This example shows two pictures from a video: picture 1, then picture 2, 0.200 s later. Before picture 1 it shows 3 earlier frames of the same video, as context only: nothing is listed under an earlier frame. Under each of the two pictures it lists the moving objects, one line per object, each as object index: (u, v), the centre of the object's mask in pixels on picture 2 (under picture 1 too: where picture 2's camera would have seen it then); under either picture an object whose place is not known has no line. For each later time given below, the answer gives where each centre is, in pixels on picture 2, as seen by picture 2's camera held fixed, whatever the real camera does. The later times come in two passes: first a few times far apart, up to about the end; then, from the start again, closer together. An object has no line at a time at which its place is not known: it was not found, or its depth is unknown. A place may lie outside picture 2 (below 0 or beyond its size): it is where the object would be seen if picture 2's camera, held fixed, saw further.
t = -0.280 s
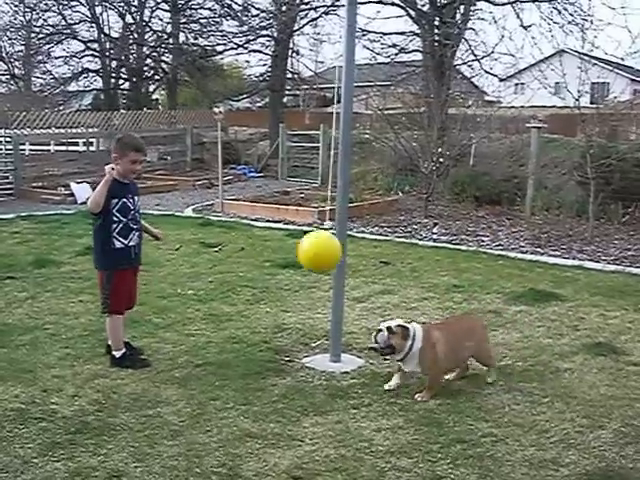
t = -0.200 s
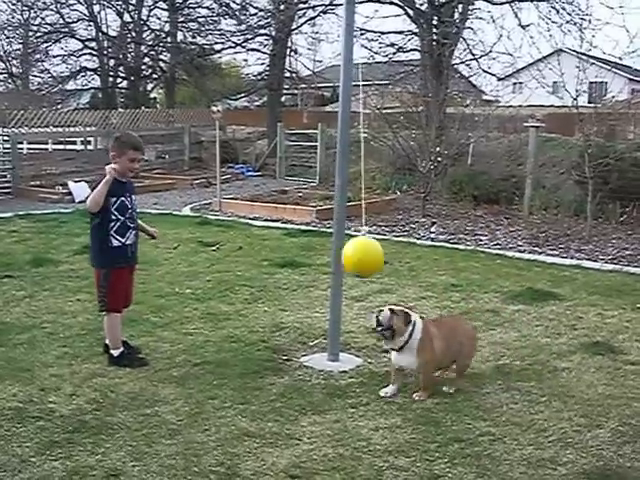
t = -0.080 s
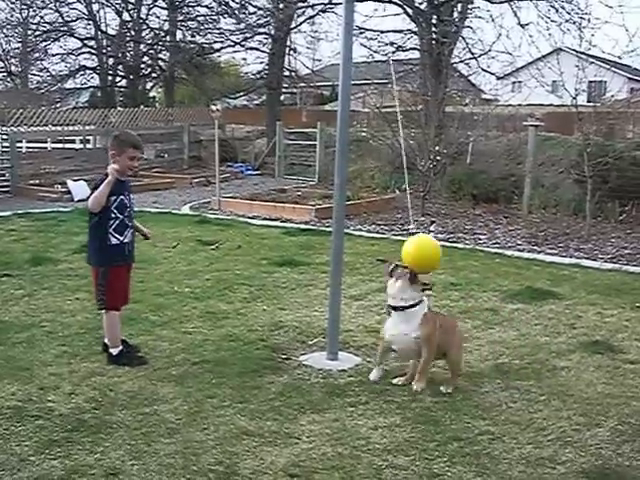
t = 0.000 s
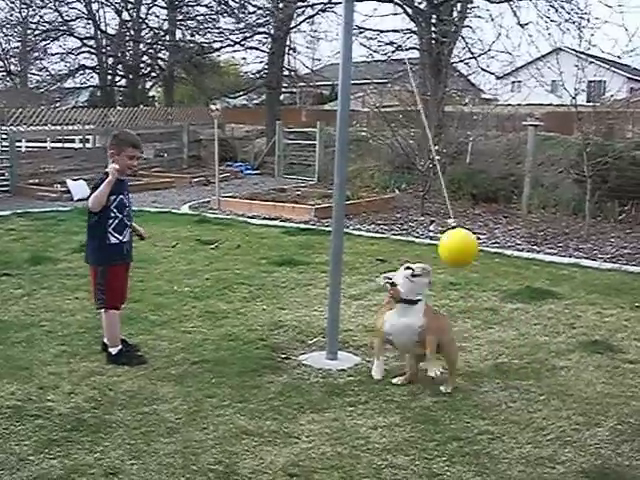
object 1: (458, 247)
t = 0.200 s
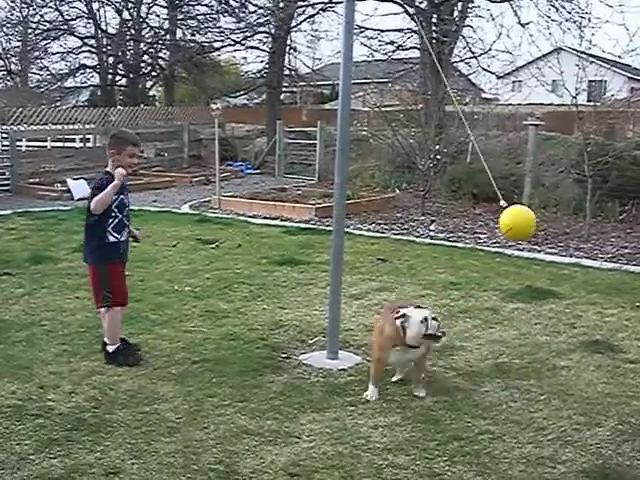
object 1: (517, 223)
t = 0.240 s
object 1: (524, 218)
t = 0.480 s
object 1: (526, 196)
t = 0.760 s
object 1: (473, 193)
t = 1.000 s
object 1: (401, 211)
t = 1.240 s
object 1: (315, 221)
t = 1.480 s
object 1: (234, 213)
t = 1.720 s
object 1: (180, 198)
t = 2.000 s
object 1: (181, 198)
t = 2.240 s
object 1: (243, 221)
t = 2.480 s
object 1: (338, 243)
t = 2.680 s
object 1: (403, 242)
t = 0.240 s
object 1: (524, 218)
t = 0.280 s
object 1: (528, 214)
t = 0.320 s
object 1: (531, 210)
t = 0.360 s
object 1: (532, 206)
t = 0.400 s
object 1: (531, 203)
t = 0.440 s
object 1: (529, 199)
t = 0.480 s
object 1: (526, 196)
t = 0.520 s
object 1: (521, 194)
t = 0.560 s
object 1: (515, 192)
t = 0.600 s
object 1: (508, 191)
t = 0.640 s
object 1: (500, 190)
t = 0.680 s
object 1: (492, 190)
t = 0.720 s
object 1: (482, 191)
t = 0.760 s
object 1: (473, 193)
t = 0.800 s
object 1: (462, 195)
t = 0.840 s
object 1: (451, 197)
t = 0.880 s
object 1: (439, 201)
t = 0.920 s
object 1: (427, 204)
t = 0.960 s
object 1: (415, 207)
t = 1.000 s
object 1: (401, 211)
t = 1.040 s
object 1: (388, 213)
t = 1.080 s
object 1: (374, 215)
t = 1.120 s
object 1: (360, 217)
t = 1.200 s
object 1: (325, 220)
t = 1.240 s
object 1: (315, 221)
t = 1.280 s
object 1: (300, 222)
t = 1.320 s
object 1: (285, 222)
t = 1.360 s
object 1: (271, 221)
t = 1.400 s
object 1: (258, 218)
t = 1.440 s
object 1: (245, 216)
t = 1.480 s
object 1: (234, 213)
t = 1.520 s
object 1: (222, 211)
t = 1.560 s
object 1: (211, 209)
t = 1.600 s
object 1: (199, 207)
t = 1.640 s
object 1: (192, 204)
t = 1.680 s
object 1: (185, 201)
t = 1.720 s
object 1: (180, 198)
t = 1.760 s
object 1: (176, 194)
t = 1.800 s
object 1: (174, 193)
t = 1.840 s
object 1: (173, 192)
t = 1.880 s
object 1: (173, 192)
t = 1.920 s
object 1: (173, 192)
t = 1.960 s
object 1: (176, 195)
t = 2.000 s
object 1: (181, 198)
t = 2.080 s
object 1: (197, 203)
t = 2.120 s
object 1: (206, 206)
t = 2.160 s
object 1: (217, 210)
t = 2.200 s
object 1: (230, 216)
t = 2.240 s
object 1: (243, 221)
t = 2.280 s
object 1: (258, 226)
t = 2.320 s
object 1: (274, 229)
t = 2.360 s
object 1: (290, 232)
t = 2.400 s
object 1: (307, 236)
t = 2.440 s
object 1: (323, 240)
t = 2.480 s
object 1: (338, 243)
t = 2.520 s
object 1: (354, 245)
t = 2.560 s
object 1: (368, 245)
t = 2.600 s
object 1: (381, 245)
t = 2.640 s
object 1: (393, 245)
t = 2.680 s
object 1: (403, 242)
